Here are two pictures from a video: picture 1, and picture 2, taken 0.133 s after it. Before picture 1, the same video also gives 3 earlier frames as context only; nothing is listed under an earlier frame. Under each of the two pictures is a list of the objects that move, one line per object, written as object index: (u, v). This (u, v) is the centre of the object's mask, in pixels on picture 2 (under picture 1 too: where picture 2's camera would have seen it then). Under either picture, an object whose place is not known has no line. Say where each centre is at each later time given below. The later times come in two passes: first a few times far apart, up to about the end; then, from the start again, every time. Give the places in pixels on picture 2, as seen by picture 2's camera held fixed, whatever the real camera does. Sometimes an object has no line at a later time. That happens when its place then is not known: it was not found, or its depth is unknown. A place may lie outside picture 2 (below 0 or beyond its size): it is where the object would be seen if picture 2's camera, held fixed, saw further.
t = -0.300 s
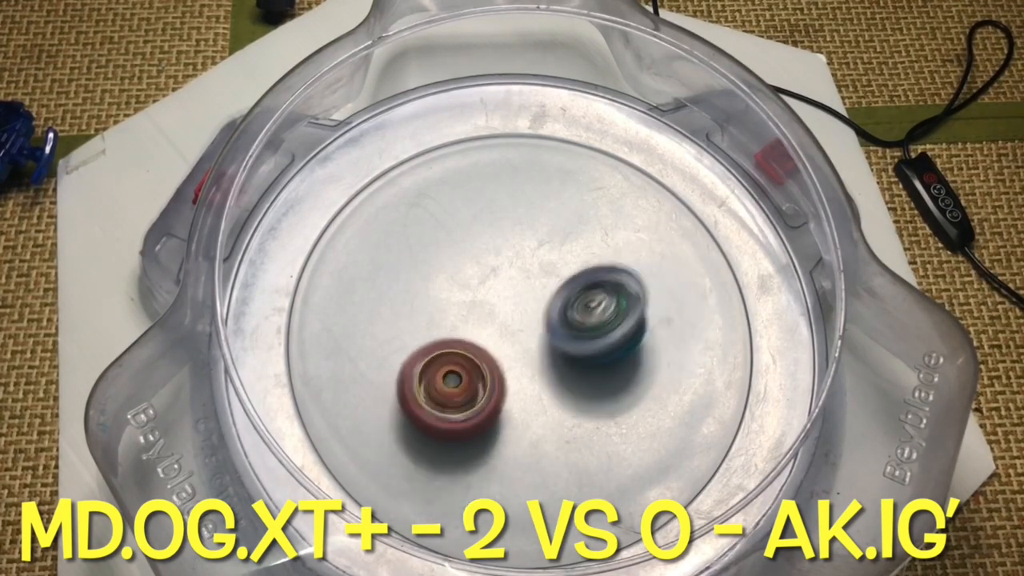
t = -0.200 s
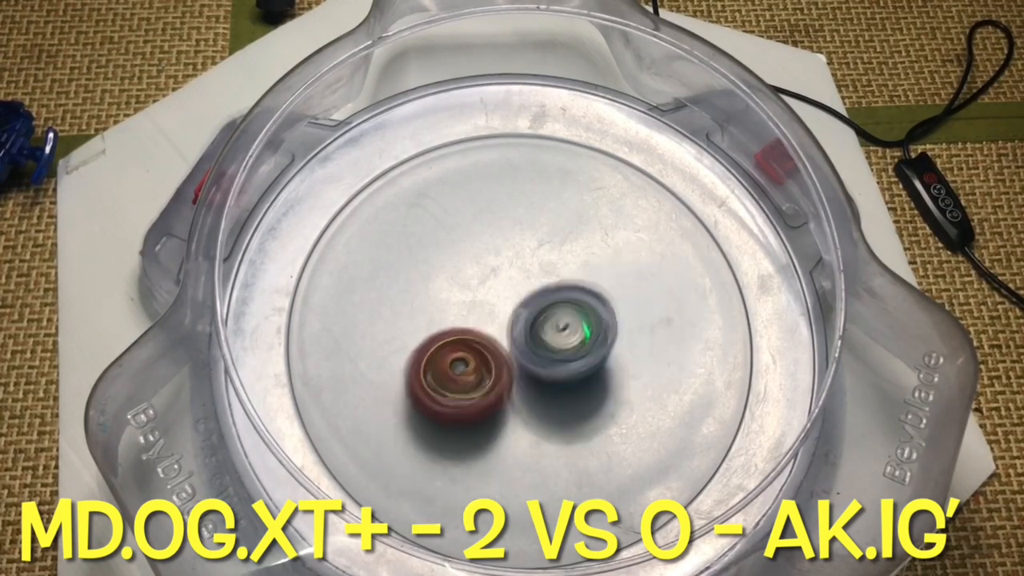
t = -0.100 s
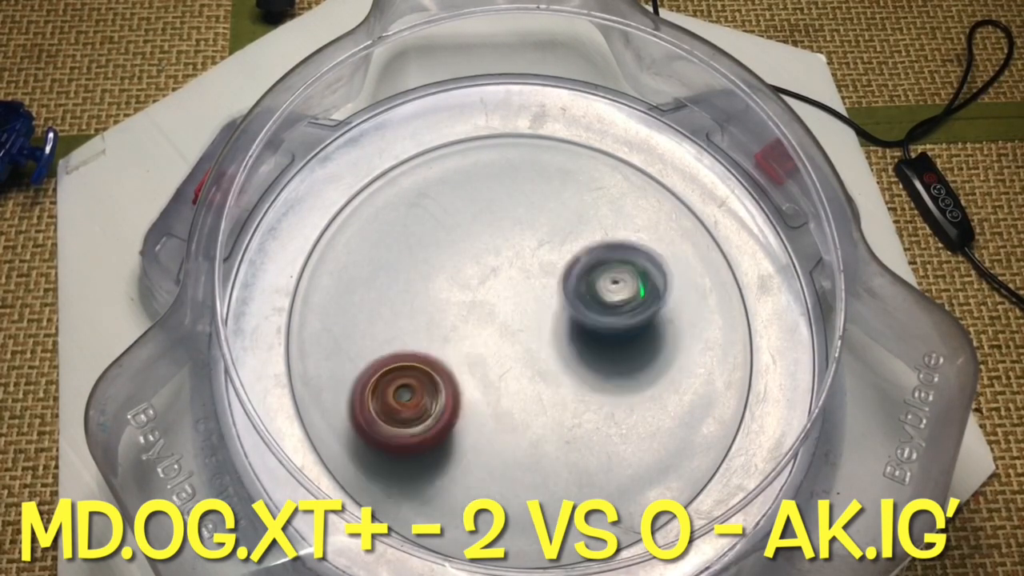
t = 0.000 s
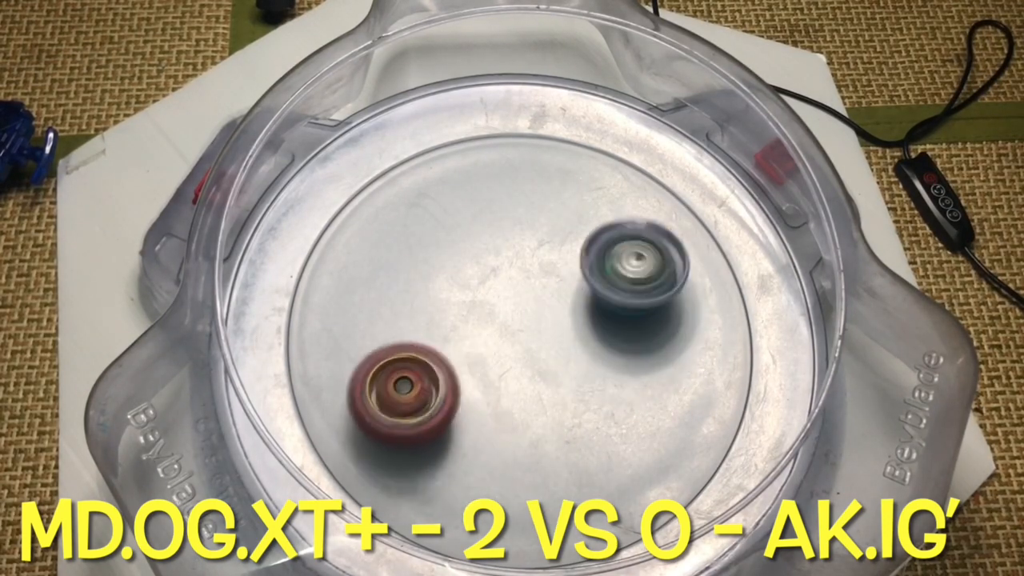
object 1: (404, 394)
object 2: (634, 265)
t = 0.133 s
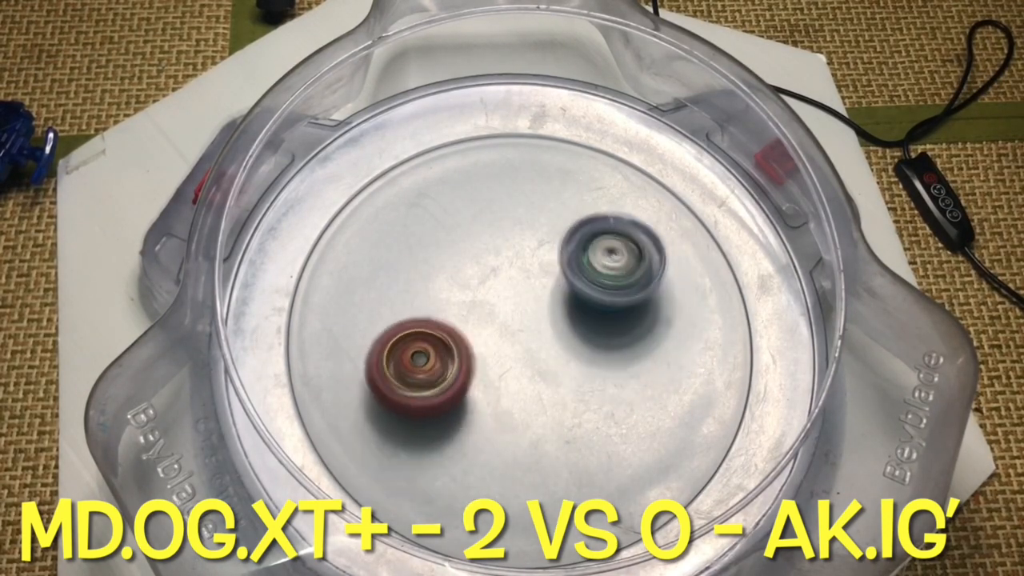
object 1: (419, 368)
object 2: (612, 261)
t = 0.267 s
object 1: (438, 342)
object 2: (577, 246)
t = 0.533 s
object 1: (468, 317)
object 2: (539, 217)
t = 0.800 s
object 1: (479, 320)
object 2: (549, 241)
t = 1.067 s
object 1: (481, 332)
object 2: (561, 249)
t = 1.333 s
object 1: (498, 341)
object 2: (589, 283)
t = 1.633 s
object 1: (498, 360)
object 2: (617, 317)
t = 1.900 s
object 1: (491, 352)
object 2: (617, 336)
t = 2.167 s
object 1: (487, 324)
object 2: (606, 335)
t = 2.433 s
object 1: (493, 305)
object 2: (590, 332)
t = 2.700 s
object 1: (475, 293)
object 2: (598, 345)
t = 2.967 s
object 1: (484, 298)
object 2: (570, 345)
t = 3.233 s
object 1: (468, 300)
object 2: (584, 352)
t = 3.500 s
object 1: (460, 309)
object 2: (594, 331)
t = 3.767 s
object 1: (488, 311)
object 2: (589, 331)
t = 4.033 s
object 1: (496, 307)
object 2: (597, 331)
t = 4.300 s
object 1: (501, 299)
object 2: (602, 343)
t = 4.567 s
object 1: (499, 293)
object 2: (583, 367)
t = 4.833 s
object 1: (498, 285)
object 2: (540, 391)
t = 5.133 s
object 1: (512, 264)
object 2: (504, 405)
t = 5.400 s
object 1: (529, 284)
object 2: (496, 377)
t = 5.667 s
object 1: (553, 290)
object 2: (497, 373)
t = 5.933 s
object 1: (570, 296)
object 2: (511, 366)
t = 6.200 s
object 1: (577, 297)
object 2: (511, 363)
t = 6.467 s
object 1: (577, 297)
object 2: (509, 368)
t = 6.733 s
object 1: (575, 305)
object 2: (515, 374)
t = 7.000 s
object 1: (576, 307)
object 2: (509, 371)
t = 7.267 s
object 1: (582, 306)
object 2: (502, 367)
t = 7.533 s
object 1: (577, 306)
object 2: (497, 364)
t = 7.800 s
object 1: (573, 311)
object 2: (474, 363)
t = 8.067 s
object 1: (583, 321)
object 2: (465, 345)
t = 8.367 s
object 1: (582, 331)
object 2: (483, 337)
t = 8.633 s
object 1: (600, 330)
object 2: (453, 336)
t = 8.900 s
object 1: (584, 337)
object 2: (468, 339)
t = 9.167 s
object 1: (584, 347)
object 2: (454, 330)
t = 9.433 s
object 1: (580, 358)
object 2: (475, 335)
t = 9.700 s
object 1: (583, 361)
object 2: (468, 328)
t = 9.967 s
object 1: (588, 362)
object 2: (476, 336)
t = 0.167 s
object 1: (424, 361)
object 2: (603, 258)
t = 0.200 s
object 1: (428, 354)
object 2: (595, 254)
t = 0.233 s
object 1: (433, 348)
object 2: (586, 250)
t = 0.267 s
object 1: (438, 342)
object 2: (577, 246)
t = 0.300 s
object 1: (443, 336)
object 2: (569, 243)
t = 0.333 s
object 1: (448, 329)
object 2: (562, 239)
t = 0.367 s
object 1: (454, 323)
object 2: (554, 236)
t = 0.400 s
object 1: (459, 318)
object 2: (547, 233)
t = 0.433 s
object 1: (465, 313)
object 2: (540, 231)
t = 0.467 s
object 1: (469, 310)
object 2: (536, 229)
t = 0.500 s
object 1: (467, 314)
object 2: (538, 220)
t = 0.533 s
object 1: (468, 317)
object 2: (539, 217)
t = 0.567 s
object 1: (471, 317)
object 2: (539, 217)
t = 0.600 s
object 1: (473, 315)
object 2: (539, 219)
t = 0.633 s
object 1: (476, 313)
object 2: (541, 222)
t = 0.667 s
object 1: (478, 311)
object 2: (542, 228)
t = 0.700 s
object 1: (478, 313)
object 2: (545, 232)
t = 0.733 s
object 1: (479, 316)
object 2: (547, 236)
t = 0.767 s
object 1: (480, 317)
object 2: (548, 241)
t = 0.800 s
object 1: (479, 320)
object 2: (549, 241)
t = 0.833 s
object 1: (480, 323)
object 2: (550, 241)
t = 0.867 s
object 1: (481, 324)
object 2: (549, 243)
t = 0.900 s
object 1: (481, 324)
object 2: (548, 244)
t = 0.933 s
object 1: (481, 325)
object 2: (549, 245)
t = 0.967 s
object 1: (481, 327)
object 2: (551, 245)
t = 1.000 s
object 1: (479, 330)
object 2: (555, 246)
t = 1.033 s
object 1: (480, 331)
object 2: (557, 247)
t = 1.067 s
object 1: (481, 332)
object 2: (561, 249)
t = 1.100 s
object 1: (483, 333)
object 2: (564, 252)
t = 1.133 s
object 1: (486, 334)
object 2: (568, 255)
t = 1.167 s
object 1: (489, 335)
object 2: (571, 259)
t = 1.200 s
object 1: (491, 335)
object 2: (575, 264)
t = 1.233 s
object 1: (494, 336)
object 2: (578, 269)
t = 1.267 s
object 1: (496, 337)
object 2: (582, 274)
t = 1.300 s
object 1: (498, 340)
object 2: (584, 279)
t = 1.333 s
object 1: (498, 341)
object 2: (589, 283)
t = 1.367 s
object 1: (498, 343)
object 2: (592, 288)
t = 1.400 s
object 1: (499, 344)
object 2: (594, 294)
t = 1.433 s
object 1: (500, 346)
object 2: (598, 299)
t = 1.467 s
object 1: (500, 349)
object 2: (602, 302)
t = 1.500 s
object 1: (501, 350)
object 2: (604, 306)
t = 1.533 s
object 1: (503, 352)
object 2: (604, 311)
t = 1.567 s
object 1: (504, 353)
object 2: (607, 315)
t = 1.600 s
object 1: (500, 357)
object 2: (615, 316)
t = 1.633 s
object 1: (498, 360)
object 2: (617, 317)
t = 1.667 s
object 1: (498, 360)
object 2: (616, 318)
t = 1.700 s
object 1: (499, 360)
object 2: (614, 320)
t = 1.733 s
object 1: (501, 359)
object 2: (612, 323)
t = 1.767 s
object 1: (504, 357)
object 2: (609, 327)
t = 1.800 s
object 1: (504, 356)
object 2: (607, 331)
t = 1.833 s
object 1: (501, 354)
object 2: (609, 335)
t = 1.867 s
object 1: (495, 353)
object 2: (615, 335)
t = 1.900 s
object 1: (491, 352)
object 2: (617, 336)
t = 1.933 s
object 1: (490, 350)
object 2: (615, 337)
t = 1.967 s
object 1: (491, 347)
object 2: (613, 336)
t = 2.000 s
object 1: (493, 345)
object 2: (610, 334)
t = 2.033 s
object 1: (495, 342)
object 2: (607, 333)
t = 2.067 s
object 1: (497, 339)
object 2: (604, 333)
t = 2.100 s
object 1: (496, 335)
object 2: (603, 334)
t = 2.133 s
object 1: (490, 329)
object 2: (607, 334)
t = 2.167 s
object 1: (487, 324)
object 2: (606, 335)
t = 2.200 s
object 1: (485, 320)
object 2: (603, 334)
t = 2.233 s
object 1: (486, 317)
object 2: (602, 331)
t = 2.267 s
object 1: (488, 316)
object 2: (601, 329)
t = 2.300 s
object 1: (491, 314)
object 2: (600, 328)
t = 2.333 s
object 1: (493, 313)
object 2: (598, 328)
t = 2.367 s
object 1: (495, 310)
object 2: (596, 329)
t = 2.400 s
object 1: (494, 308)
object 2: (593, 330)
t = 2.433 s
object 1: (493, 305)
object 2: (590, 332)
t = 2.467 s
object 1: (491, 303)
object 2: (587, 333)
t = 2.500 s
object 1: (490, 301)
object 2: (586, 335)
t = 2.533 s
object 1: (483, 297)
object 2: (592, 339)
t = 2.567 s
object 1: (477, 296)
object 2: (597, 342)
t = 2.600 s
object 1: (474, 294)
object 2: (599, 345)
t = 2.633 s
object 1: (474, 294)
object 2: (598, 346)
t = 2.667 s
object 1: (475, 293)
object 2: (598, 345)
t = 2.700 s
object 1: (475, 293)
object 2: (598, 345)
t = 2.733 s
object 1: (476, 293)
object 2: (599, 344)
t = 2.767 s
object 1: (476, 294)
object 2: (598, 344)
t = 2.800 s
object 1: (478, 294)
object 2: (596, 345)
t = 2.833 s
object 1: (479, 295)
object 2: (591, 345)
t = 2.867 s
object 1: (481, 296)
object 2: (587, 346)
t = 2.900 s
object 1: (482, 297)
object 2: (582, 346)
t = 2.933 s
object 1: (483, 298)
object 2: (576, 346)
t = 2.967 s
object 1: (484, 298)
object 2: (570, 345)
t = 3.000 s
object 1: (480, 298)
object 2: (572, 347)
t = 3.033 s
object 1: (469, 295)
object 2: (584, 351)
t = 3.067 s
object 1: (463, 294)
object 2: (590, 354)
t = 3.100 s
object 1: (463, 295)
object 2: (590, 359)
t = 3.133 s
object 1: (464, 297)
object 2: (589, 360)
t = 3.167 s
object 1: (465, 298)
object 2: (588, 358)
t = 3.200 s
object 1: (466, 299)
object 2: (586, 355)
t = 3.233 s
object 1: (468, 300)
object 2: (584, 352)
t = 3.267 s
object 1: (470, 301)
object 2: (581, 347)
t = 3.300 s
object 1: (472, 304)
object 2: (579, 343)
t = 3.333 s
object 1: (474, 305)
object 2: (576, 338)
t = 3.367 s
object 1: (476, 306)
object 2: (573, 333)
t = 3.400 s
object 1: (471, 307)
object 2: (583, 331)
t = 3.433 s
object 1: (462, 307)
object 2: (592, 331)
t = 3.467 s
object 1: (459, 309)
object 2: (594, 331)
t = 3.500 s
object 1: (460, 309)
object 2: (594, 331)
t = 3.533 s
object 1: (463, 311)
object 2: (593, 330)
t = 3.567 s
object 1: (466, 311)
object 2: (594, 330)
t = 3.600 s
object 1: (469, 312)
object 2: (593, 330)
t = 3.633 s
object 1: (473, 311)
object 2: (593, 330)
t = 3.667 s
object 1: (478, 312)
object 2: (592, 331)
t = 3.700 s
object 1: (482, 312)
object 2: (590, 331)
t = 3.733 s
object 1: (485, 312)
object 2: (589, 331)
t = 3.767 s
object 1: (488, 311)
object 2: (589, 331)
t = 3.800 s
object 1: (490, 312)
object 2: (590, 331)
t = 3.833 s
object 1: (492, 312)
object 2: (592, 331)
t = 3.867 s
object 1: (493, 311)
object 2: (594, 330)
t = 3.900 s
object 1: (496, 311)
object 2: (594, 331)
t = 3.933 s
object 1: (496, 310)
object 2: (595, 330)
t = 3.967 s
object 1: (496, 310)
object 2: (596, 330)
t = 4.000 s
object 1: (497, 309)
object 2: (595, 330)
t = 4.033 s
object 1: (496, 307)
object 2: (597, 331)
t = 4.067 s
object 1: (497, 306)
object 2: (599, 331)
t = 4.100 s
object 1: (497, 305)
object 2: (598, 330)
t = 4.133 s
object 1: (499, 303)
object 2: (598, 330)
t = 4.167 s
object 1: (499, 302)
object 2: (598, 332)
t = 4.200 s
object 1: (498, 300)
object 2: (600, 336)
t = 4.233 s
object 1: (499, 299)
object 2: (602, 339)
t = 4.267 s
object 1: (500, 299)
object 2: (603, 341)
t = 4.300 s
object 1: (501, 299)
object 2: (602, 343)
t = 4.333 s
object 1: (501, 298)
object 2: (600, 344)
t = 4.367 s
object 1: (503, 298)
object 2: (599, 346)
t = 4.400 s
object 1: (503, 298)
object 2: (597, 348)
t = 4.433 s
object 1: (504, 299)
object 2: (595, 349)
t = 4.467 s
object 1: (504, 299)
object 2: (591, 352)
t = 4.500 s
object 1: (504, 299)
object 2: (587, 355)
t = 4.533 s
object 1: (501, 295)
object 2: (586, 362)
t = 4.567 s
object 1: (499, 293)
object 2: (583, 367)
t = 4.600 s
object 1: (499, 293)
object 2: (578, 370)
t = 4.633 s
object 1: (500, 295)
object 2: (572, 372)
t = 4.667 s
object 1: (501, 296)
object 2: (565, 372)
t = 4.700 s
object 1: (503, 296)
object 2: (558, 373)
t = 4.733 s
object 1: (502, 291)
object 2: (555, 382)
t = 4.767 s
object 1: (499, 286)
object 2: (551, 389)
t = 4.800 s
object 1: (498, 285)
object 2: (546, 390)
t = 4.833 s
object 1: (498, 285)
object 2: (540, 391)
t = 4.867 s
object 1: (499, 287)
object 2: (536, 390)
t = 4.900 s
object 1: (501, 288)
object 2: (531, 389)
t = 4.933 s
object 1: (503, 290)
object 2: (527, 387)
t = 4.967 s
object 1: (505, 290)
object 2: (521, 383)
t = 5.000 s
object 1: (508, 290)
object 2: (516, 380)
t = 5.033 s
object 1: (509, 279)
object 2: (513, 393)
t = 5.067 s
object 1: (510, 270)
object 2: (510, 403)
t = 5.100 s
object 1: (511, 265)
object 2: (506, 405)
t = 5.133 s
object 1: (512, 264)
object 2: (504, 405)
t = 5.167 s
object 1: (513, 267)
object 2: (503, 404)
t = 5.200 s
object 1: (516, 269)
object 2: (501, 404)
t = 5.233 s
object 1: (517, 271)
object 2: (499, 401)
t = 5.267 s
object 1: (520, 274)
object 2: (497, 397)
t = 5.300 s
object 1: (522, 277)
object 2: (496, 393)
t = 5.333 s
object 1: (524, 279)
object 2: (495, 388)
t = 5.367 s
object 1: (526, 282)
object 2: (495, 383)
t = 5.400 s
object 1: (529, 284)
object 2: (496, 377)
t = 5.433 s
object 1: (532, 286)
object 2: (498, 372)
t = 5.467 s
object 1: (536, 287)
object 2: (499, 366)
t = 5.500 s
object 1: (540, 287)
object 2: (494, 368)
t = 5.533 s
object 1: (544, 286)
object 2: (494, 374)
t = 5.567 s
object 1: (547, 286)
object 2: (493, 375)
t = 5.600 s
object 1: (549, 287)
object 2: (493, 374)
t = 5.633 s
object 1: (551, 288)
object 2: (494, 373)
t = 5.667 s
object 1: (553, 290)
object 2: (497, 373)
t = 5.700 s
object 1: (555, 291)
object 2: (500, 374)
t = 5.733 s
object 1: (557, 293)
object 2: (499, 374)
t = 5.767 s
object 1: (559, 294)
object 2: (501, 372)
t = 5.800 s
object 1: (561, 294)
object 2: (504, 371)
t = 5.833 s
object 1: (564, 295)
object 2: (506, 369)
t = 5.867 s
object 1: (566, 295)
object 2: (509, 368)
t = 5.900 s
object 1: (568, 296)
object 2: (511, 367)
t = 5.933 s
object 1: (570, 296)
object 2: (511, 366)
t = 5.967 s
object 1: (571, 295)
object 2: (507, 368)
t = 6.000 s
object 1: (573, 294)
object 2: (505, 366)
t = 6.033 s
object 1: (574, 294)
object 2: (507, 363)
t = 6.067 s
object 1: (575, 295)
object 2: (510, 364)
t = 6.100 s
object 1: (575, 296)
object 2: (510, 367)
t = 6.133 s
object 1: (576, 297)
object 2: (508, 366)
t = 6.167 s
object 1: (576, 297)
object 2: (509, 364)
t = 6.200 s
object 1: (577, 297)
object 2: (511, 363)
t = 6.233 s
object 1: (578, 298)
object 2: (515, 364)
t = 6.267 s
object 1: (578, 298)
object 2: (516, 365)
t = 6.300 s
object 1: (578, 298)
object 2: (515, 364)
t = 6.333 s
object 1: (579, 295)
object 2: (507, 367)
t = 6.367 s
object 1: (578, 293)
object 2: (505, 369)
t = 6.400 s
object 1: (576, 294)
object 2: (504, 367)
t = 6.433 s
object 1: (576, 295)
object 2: (507, 367)
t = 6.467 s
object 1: (577, 297)
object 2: (509, 368)
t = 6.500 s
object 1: (577, 297)
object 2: (510, 368)
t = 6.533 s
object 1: (577, 297)
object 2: (512, 369)
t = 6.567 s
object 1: (576, 298)
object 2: (514, 370)
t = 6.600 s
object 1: (576, 299)
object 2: (515, 371)
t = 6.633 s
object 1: (575, 301)
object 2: (516, 372)
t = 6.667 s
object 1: (575, 302)
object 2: (516, 373)
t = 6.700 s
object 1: (575, 304)
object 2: (516, 374)
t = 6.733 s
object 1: (575, 305)
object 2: (515, 374)
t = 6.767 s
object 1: (574, 305)
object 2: (509, 376)
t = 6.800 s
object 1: (573, 305)
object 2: (507, 374)
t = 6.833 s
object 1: (574, 308)
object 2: (507, 372)
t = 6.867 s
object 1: (575, 309)
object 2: (509, 372)
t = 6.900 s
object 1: (576, 309)
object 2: (506, 375)
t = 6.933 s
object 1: (576, 308)
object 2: (503, 374)
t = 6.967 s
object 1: (576, 307)
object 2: (505, 371)
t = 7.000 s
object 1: (576, 307)
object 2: (509, 371)
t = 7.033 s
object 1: (576, 308)
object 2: (512, 374)
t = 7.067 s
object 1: (577, 309)
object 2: (510, 373)
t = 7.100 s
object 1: (578, 309)
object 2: (510, 372)
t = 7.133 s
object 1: (578, 307)
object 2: (507, 371)
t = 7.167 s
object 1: (577, 307)
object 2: (509, 368)
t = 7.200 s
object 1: (579, 307)
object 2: (508, 370)
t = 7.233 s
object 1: (580, 307)
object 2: (502, 370)
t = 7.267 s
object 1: (582, 306)
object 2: (502, 367)
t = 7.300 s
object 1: (580, 306)
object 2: (504, 368)
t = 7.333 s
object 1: (579, 307)
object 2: (503, 368)
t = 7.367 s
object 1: (579, 307)
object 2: (505, 367)
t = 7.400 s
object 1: (578, 308)
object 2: (507, 368)
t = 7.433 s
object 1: (577, 309)
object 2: (505, 367)
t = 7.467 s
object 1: (578, 309)
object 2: (506, 365)
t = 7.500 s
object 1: (578, 307)
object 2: (500, 366)
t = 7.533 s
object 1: (577, 306)
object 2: (497, 364)
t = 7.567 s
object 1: (576, 308)
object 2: (500, 362)
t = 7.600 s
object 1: (576, 309)
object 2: (497, 362)
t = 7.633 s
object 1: (576, 308)
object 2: (489, 365)
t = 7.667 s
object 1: (575, 307)
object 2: (481, 367)
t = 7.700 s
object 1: (573, 309)
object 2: (476, 365)
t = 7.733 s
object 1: (573, 311)
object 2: (474, 364)
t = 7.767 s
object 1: (574, 312)
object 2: (473, 364)
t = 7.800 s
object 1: (573, 311)
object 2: (474, 363)
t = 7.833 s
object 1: (572, 313)
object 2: (475, 363)
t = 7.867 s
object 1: (573, 315)
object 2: (476, 362)
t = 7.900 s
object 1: (572, 317)
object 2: (477, 361)
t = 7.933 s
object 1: (572, 318)
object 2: (478, 359)
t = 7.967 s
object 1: (572, 320)
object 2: (479, 356)
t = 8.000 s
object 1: (574, 322)
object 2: (476, 352)
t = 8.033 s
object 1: (579, 321)
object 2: (471, 350)
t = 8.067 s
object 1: (583, 321)
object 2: (465, 345)
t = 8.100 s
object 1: (583, 322)
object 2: (467, 343)
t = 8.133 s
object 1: (584, 323)
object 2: (467, 342)
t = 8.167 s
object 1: (584, 324)
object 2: (468, 343)
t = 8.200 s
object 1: (584, 325)
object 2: (468, 341)
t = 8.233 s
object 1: (584, 327)
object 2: (470, 340)
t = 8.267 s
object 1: (583, 327)
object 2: (472, 339)
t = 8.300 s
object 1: (582, 329)
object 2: (475, 338)
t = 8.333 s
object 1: (582, 329)
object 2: (479, 338)
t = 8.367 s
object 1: (582, 331)
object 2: (483, 337)
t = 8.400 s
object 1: (584, 333)
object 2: (482, 338)
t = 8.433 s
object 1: (586, 332)
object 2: (480, 336)
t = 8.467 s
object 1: (585, 330)
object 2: (478, 335)
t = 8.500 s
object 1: (582, 331)
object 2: (478, 336)
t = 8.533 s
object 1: (581, 332)
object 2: (479, 336)
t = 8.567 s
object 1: (581, 332)
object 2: (479, 338)
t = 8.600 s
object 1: (594, 331)
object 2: (462, 337)
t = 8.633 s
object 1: (600, 330)
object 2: (453, 336)
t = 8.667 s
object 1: (602, 328)
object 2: (450, 332)
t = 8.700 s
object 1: (598, 326)
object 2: (451, 332)
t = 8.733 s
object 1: (594, 327)
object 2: (452, 330)
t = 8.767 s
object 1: (591, 328)
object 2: (455, 330)
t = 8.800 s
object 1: (589, 331)
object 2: (460, 331)
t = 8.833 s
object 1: (587, 333)
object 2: (465, 332)
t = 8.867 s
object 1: (586, 337)
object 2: (469, 336)
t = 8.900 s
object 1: (584, 337)
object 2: (468, 339)
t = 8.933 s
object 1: (581, 339)
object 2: (468, 340)
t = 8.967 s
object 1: (578, 341)
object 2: (468, 341)
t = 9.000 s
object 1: (575, 342)
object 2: (469, 341)
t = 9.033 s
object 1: (572, 345)
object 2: (470, 340)
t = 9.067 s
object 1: (574, 346)
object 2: (461, 336)
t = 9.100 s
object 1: (581, 347)
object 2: (454, 331)
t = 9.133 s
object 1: (584, 347)
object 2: (452, 330)
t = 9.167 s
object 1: (584, 347)
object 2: (454, 330)
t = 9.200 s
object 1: (583, 348)
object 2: (456, 332)
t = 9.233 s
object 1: (581, 352)
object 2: (455, 334)
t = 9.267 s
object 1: (583, 354)
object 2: (455, 333)
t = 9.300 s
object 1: (582, 355)
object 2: (457, 332)
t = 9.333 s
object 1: (581, 356)
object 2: (461, 333)
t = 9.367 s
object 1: (579, 356)
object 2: (465, 334)
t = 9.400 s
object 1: (579, 358)
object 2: (469, 334)
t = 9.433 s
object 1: (580, 358)
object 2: (475, 335)
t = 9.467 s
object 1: (581, 360)
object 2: (480, 337)
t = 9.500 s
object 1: (583, 360)
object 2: (480, 338)
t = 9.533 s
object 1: (586, 360)
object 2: (477, 335)
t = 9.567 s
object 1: (586, 359)
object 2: (478, 332)
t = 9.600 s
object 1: (582, 357)
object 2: (479, 330)
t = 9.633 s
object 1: (580, 358)
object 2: (479, 330)
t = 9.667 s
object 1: (578, 360)
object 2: (478, 330)
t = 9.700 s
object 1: (583, 361)
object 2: (468, 328)
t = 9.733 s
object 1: (590, 363)
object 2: (462, 322)
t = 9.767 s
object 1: (591, 358)
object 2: (462, 321)
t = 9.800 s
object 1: (588, 357)
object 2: (464, 321)
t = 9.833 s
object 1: (586, 359)
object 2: (468, 323)
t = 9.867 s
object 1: (583, 361)
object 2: (472, 326)
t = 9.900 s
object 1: (583, 364)
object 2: (478, 332)
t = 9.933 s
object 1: (588, 364)
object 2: (477, 335)
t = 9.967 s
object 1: (588, 362)
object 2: (476, 336)
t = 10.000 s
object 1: (586, 361)
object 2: (476, 338)
